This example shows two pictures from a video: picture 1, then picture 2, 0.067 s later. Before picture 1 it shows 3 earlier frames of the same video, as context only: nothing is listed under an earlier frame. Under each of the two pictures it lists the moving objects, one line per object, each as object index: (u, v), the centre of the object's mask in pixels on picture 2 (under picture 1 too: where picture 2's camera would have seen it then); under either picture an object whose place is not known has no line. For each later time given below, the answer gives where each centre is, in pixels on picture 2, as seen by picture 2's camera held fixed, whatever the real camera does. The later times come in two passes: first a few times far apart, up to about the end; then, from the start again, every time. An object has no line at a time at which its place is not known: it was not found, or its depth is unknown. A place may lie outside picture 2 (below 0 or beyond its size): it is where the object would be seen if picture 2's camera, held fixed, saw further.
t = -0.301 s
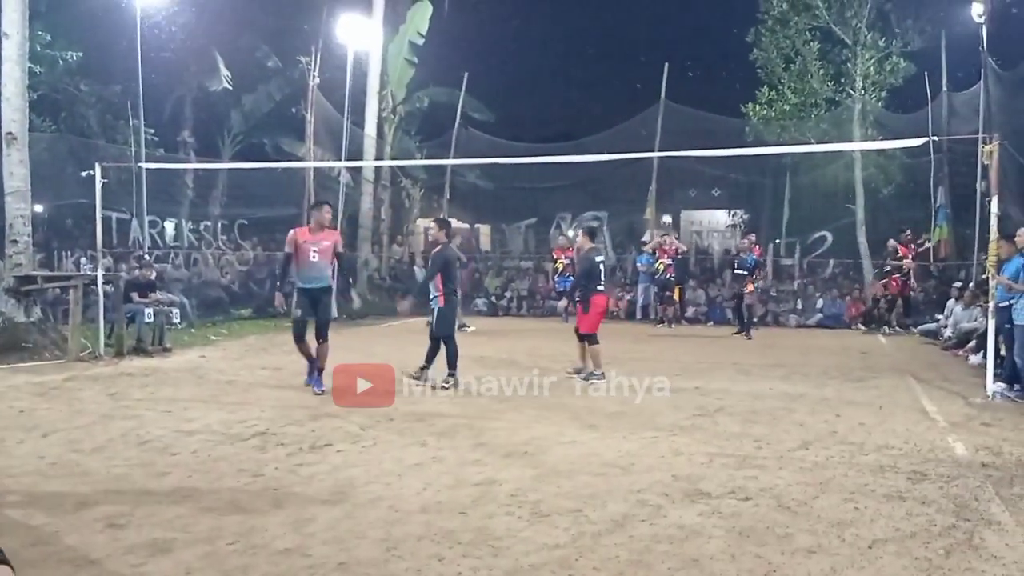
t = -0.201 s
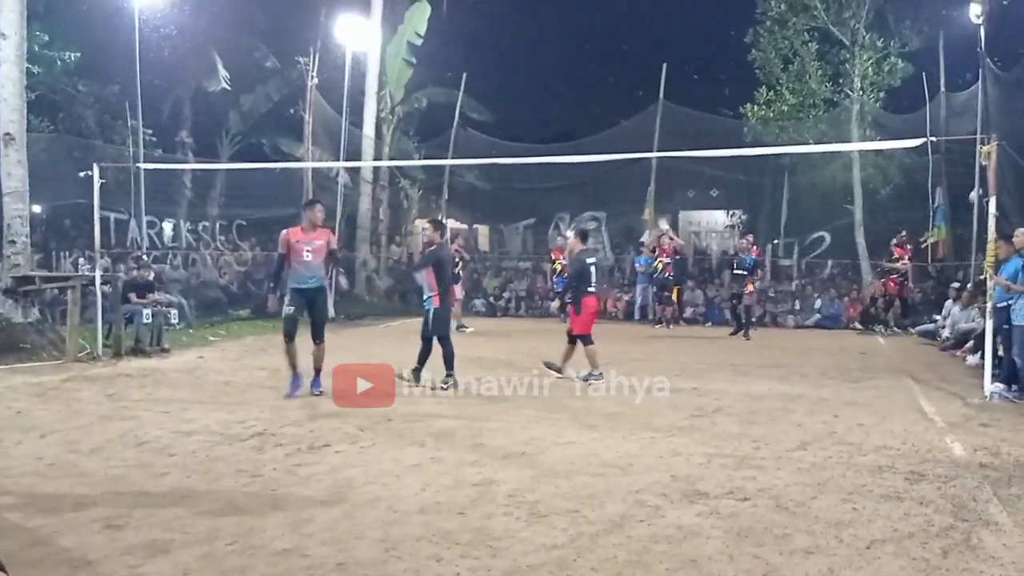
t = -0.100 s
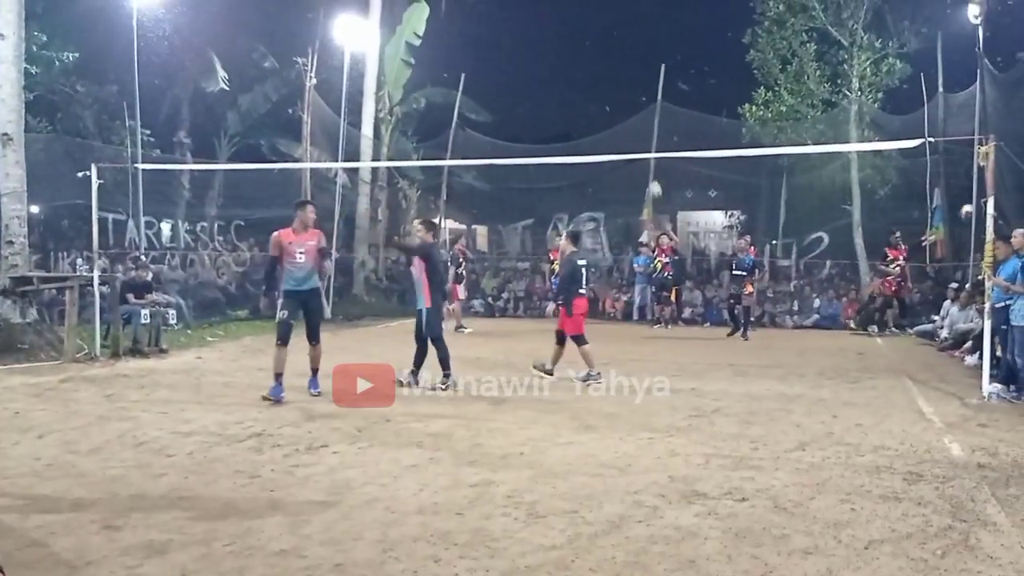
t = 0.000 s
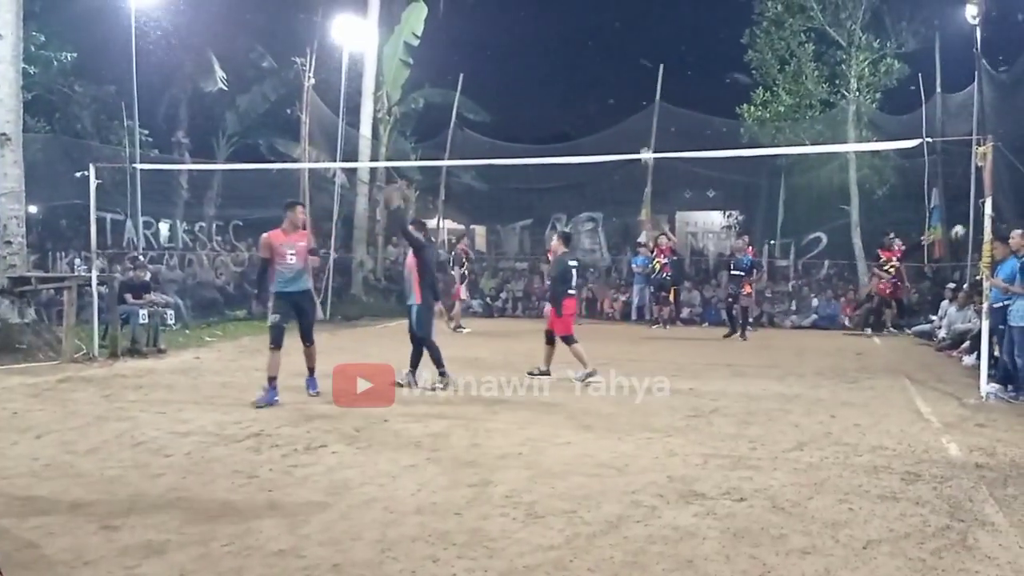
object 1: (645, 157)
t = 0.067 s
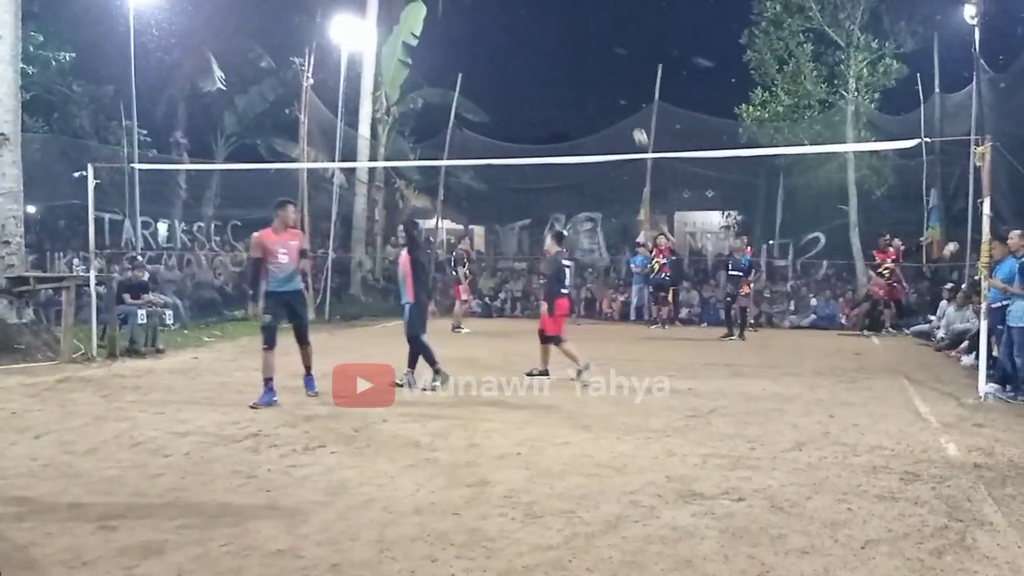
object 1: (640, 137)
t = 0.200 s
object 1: (629, 104)
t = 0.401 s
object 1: (608, 69)
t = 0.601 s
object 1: (584, 59)
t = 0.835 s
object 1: (552, 84)
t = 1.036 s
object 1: (523, 144)
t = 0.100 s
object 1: (638, 128)
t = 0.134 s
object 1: (635, 119)
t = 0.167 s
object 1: (632, 111)
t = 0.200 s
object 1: (629, 104)
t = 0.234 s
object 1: (626, 96)
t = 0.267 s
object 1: (623, 90)
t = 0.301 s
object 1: (619, 84)
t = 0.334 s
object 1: (616, 78)
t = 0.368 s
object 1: (612, 73)
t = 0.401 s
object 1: (608, 69)
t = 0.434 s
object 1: (605, 66)
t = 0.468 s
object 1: (601, 63)
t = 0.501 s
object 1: (597, 60)
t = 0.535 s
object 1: (592, 59)
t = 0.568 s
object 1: (588, 59)
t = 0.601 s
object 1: (584, 59)
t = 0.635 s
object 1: (579, 60)
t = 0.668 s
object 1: (575, 62)
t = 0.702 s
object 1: (570, 64)
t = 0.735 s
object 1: (566, 67)
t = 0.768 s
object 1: (561, 72)
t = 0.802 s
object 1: (557, 77)
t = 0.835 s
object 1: (552, 84)
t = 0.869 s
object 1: (548, 92)
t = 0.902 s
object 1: (543, 100)
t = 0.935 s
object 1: (538, 109)
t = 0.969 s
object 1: (533, 120)
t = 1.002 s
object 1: (528, 131)
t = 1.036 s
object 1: (523, 144)
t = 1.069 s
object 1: (519, 157)
